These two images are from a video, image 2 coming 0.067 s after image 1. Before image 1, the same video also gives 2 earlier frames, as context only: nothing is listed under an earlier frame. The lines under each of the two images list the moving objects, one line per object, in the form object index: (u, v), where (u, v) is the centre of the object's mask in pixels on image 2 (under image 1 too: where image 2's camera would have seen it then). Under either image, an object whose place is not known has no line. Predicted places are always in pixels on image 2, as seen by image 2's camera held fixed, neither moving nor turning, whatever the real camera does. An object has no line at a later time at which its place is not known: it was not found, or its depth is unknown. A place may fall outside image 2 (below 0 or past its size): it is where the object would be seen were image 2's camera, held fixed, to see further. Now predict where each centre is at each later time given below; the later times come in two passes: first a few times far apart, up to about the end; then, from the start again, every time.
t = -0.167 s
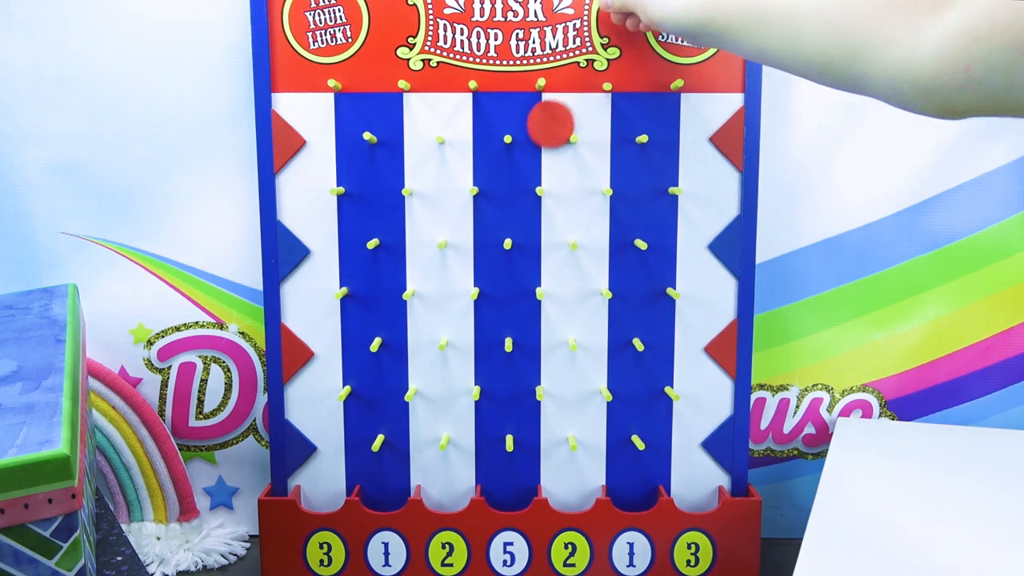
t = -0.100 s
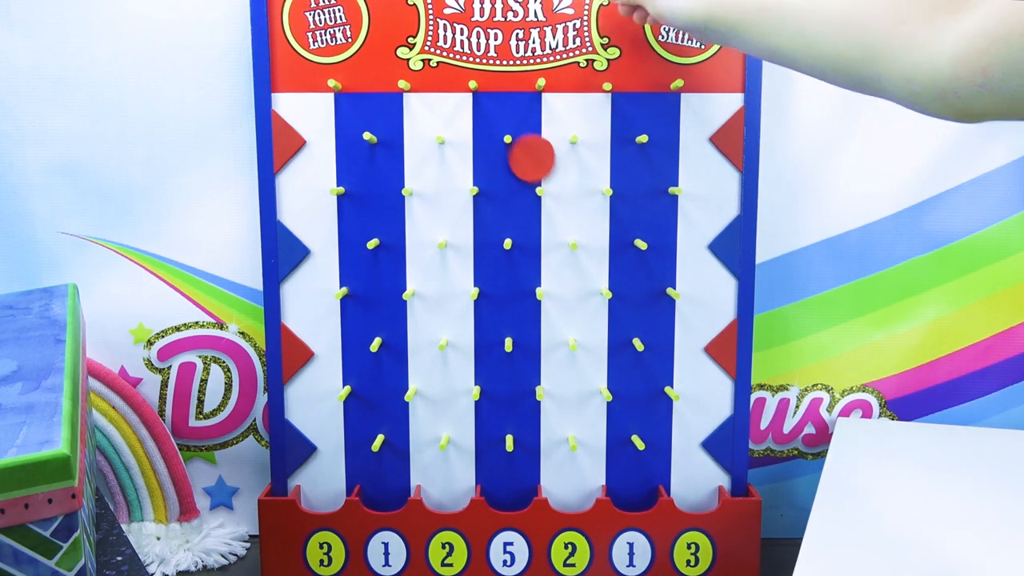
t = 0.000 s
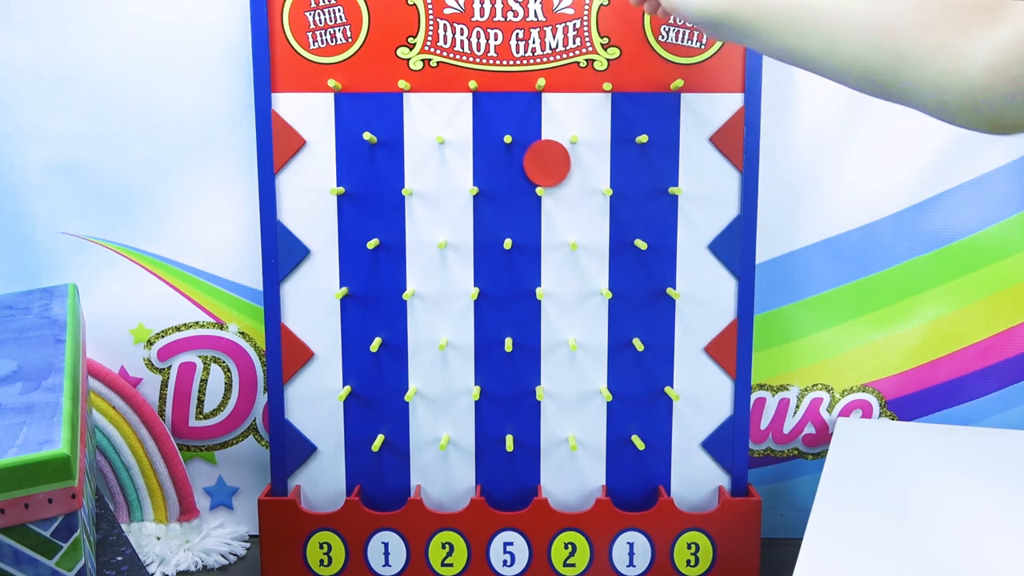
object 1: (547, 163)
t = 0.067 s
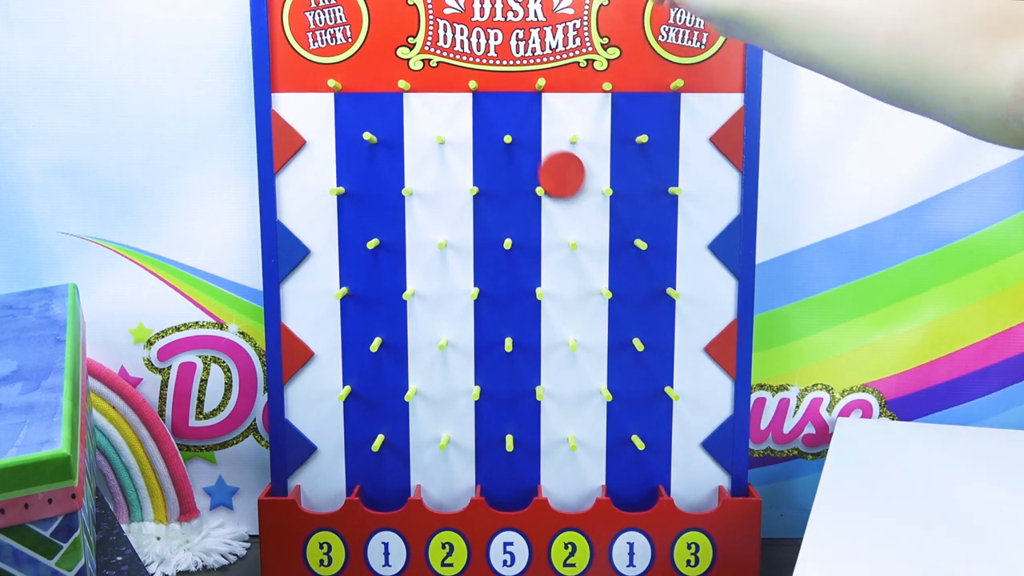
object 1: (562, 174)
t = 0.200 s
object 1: (589, 215)
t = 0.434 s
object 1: (632, 315)
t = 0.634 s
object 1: (578, 381)
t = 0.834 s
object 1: (543, 450)
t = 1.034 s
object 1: (537, 463)
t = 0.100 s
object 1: (572, 194)
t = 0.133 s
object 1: (582, 213)
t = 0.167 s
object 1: (583, 216)
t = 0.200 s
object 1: (589, 215)
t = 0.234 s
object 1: (595, 227)
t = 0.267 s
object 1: (608, 244)
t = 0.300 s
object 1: (623, 267)
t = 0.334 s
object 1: (632, 285)
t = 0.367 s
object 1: (641, 313)
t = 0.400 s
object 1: (643, 307)
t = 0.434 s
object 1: (632, 315)
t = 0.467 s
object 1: (620, 319)
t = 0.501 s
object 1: (608, 336)
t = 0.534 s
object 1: (595, 365)
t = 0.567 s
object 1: (574, 371)
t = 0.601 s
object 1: (568, 376)
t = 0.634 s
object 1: (578, 381)
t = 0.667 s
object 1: (571, 389)
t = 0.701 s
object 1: (563, 409)
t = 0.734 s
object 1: (549, 416)
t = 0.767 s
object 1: (534, 427)
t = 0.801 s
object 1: (542, 434)
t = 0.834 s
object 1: (543, 450)
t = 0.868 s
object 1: (542, 459)
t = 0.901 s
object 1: (541, 456)
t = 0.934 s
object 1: (540, 463)
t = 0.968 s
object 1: (539, 460)
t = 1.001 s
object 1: (538, 463)
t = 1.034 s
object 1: (537, 463)
